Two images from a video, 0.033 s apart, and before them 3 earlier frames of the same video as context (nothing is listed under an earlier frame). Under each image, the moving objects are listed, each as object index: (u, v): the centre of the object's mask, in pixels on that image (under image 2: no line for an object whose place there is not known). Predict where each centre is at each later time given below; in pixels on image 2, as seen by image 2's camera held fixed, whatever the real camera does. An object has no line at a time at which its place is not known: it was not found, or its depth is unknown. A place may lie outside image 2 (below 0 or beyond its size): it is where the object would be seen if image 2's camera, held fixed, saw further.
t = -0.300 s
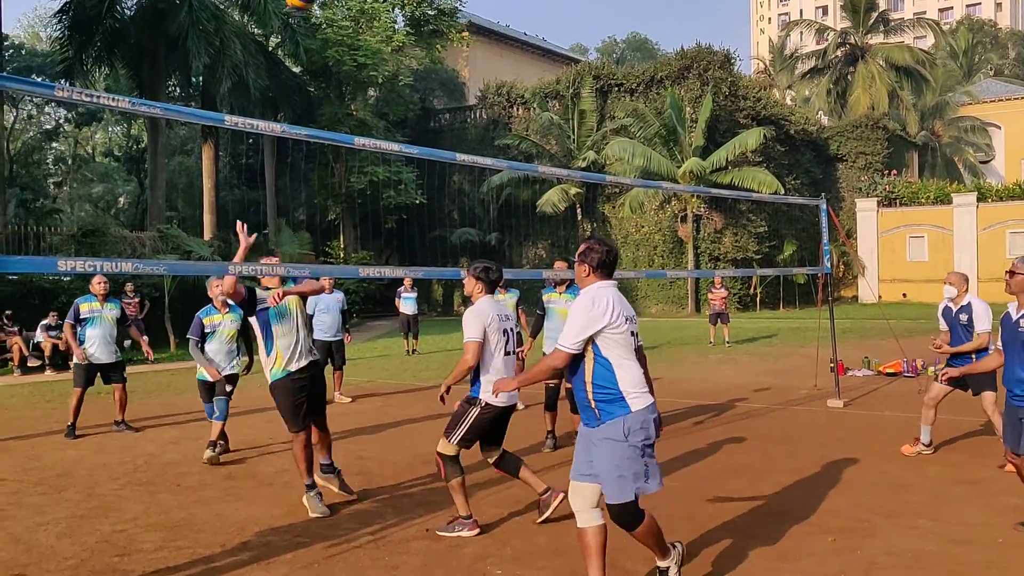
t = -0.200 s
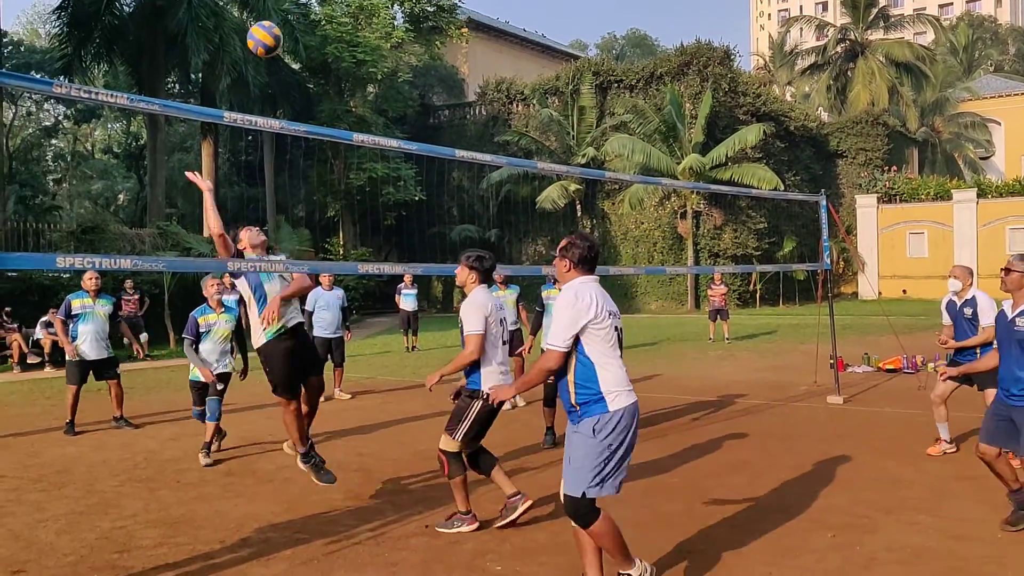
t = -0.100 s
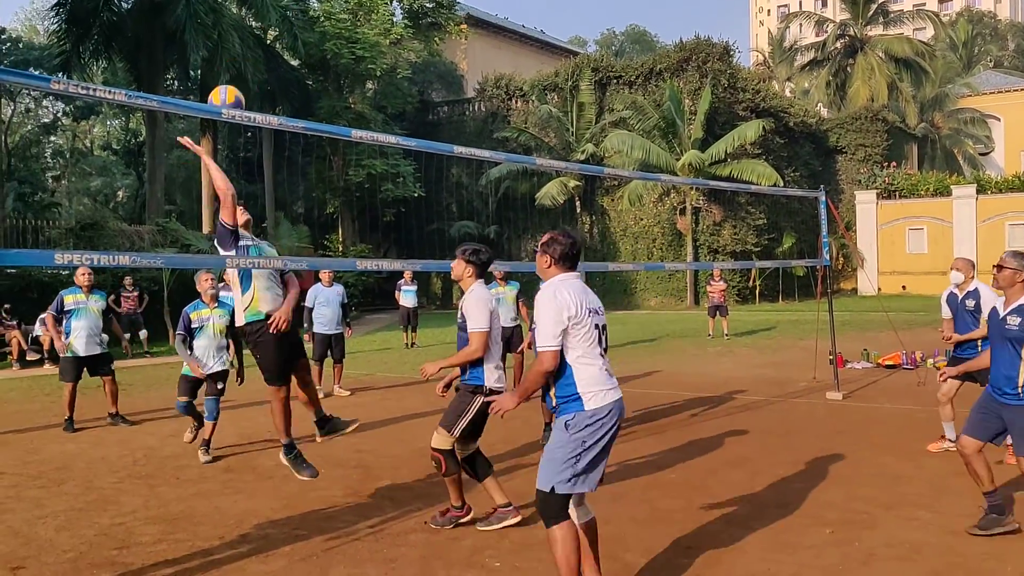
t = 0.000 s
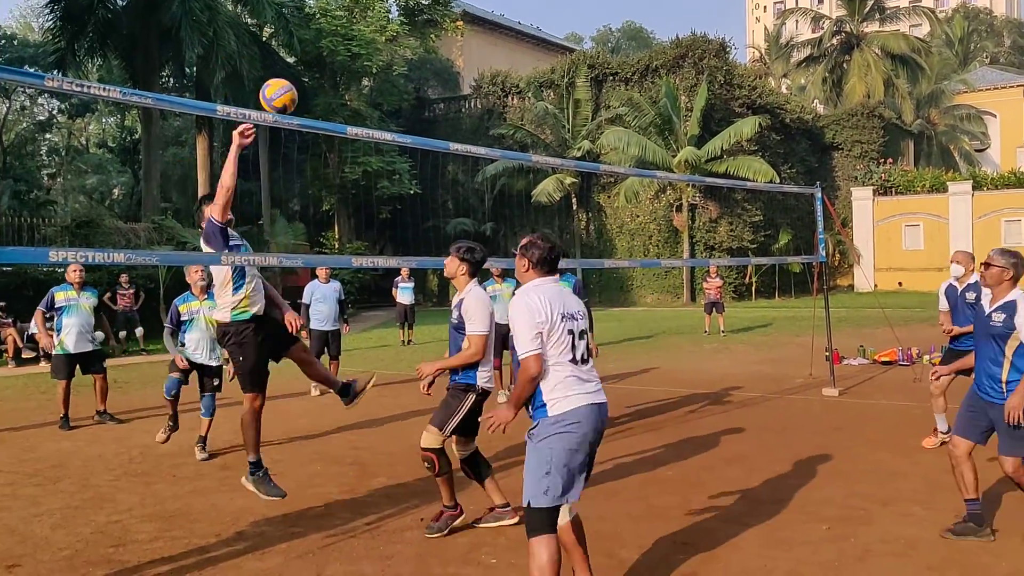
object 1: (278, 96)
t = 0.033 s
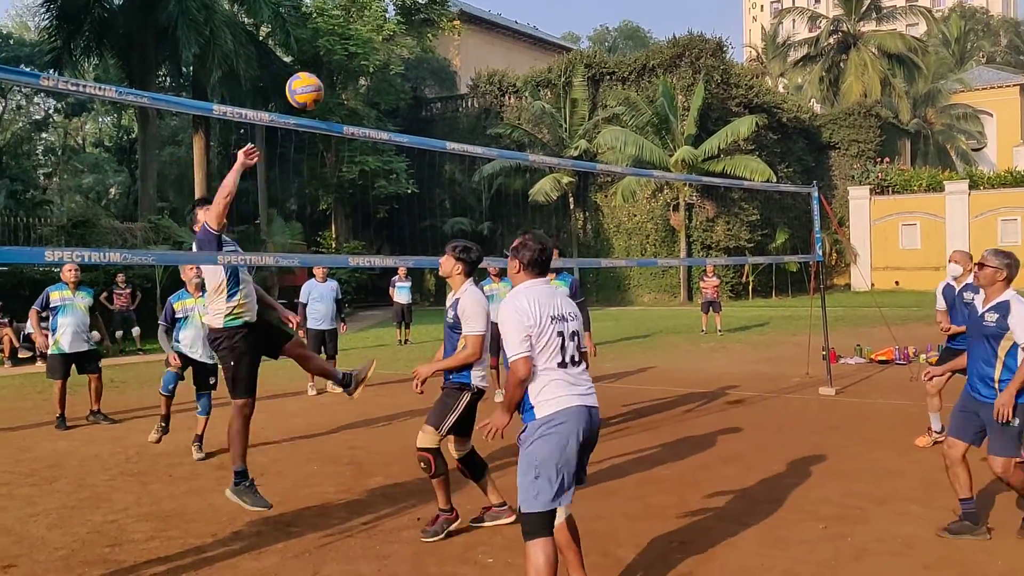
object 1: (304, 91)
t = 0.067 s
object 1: (335, 87)
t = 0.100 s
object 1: (365, 84)
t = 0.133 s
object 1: (396, 85)
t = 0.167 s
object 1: (427, 87)
